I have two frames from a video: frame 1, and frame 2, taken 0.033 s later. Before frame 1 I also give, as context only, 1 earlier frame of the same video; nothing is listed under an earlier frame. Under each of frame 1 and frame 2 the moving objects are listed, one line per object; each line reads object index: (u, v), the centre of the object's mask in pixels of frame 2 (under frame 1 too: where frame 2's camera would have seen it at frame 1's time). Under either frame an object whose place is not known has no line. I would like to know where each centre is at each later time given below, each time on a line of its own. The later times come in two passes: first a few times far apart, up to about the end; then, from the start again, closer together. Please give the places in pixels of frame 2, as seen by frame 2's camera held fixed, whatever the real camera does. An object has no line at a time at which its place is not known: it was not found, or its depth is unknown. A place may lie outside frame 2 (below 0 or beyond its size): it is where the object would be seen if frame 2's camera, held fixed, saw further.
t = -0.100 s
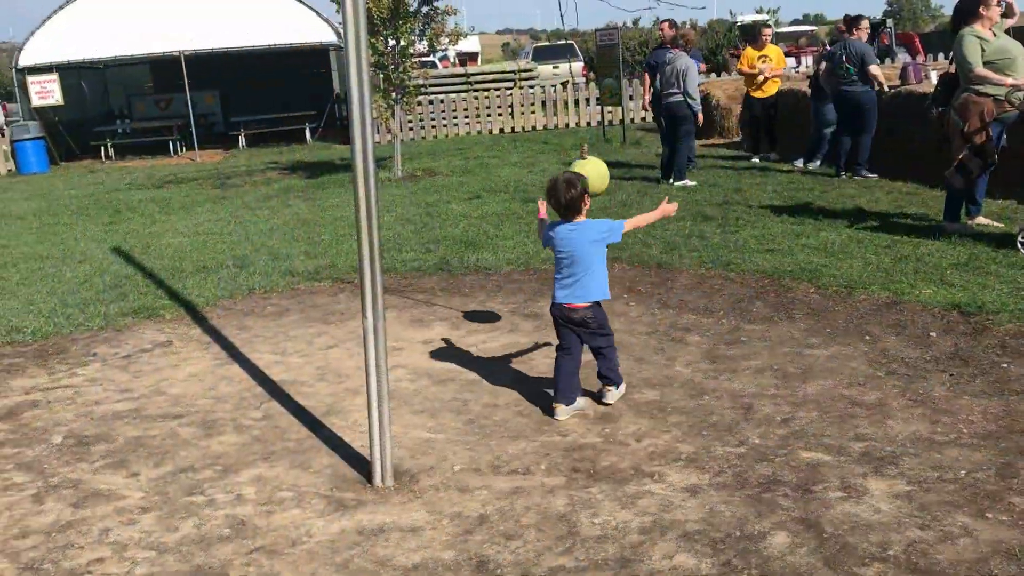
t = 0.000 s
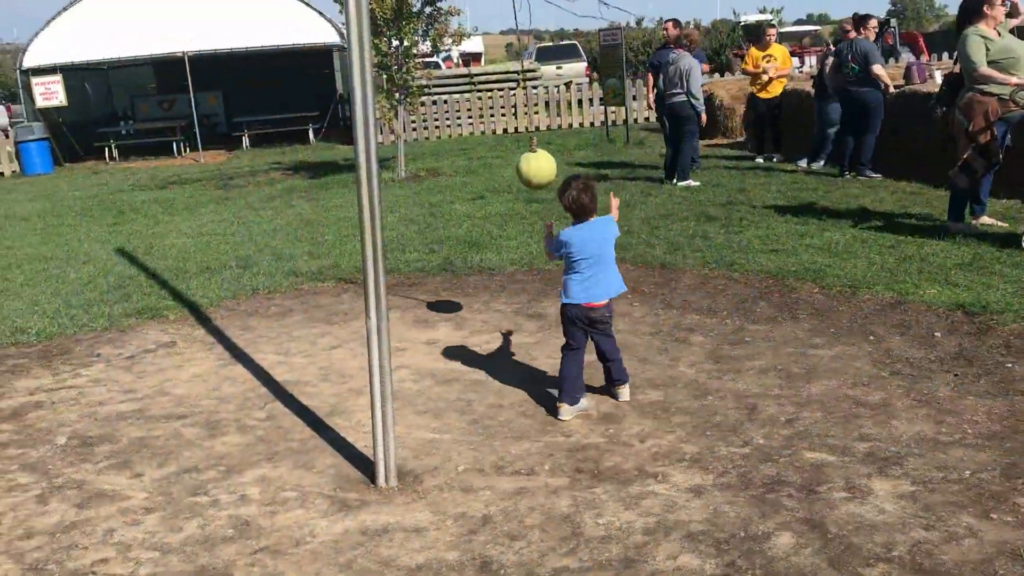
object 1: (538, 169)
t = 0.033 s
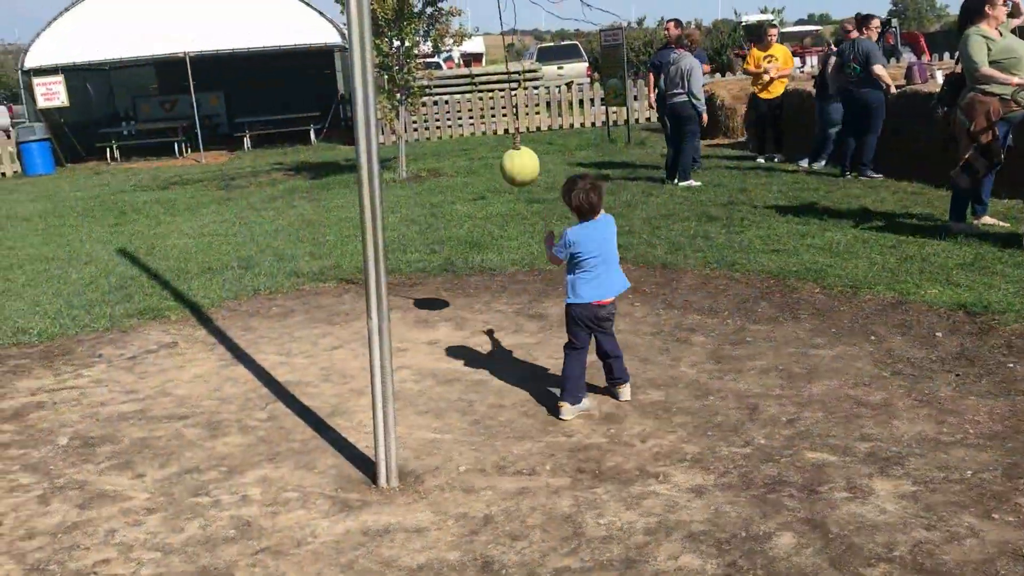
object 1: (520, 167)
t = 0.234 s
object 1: (419, 146)
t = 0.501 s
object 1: (297, 122)
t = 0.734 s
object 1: (208, 114)
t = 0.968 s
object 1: (134, 122)
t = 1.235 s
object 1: (73, 159)
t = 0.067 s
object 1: (503, 163)
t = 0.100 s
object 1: (485, 160)
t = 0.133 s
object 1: (468, 157)
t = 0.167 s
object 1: (451, 153)
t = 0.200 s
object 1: (435, 149)
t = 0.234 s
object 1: (419, 146)
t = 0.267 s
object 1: (402, 142)
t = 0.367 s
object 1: (347, 133)
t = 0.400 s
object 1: (339, 130)
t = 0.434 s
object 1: (326, 127)
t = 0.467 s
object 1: (311, 124)
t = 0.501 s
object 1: (297, 122)
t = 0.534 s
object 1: (284, 120)
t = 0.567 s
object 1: (270, 118)
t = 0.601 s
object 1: (257, 116)
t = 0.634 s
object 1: (244, 115)
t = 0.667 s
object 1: (232, 114)
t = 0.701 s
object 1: (220, 113)
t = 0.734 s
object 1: (208, 114)
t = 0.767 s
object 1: (196, 113)
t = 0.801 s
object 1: (185, 114)
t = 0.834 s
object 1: (174, 115)
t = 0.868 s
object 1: (164, 115)
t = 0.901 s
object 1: (153, 117)
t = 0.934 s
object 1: (144, 119)
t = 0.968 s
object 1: (134, 122)
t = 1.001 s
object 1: (125, 125)
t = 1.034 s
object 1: (117, 128)
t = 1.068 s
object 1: (109, 133)
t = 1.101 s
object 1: (101, 137)
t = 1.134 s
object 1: (95, 143)
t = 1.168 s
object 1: (85, 147)
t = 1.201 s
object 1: (81, 153)
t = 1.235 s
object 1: (73, 159)
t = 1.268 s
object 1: (68, 165)
